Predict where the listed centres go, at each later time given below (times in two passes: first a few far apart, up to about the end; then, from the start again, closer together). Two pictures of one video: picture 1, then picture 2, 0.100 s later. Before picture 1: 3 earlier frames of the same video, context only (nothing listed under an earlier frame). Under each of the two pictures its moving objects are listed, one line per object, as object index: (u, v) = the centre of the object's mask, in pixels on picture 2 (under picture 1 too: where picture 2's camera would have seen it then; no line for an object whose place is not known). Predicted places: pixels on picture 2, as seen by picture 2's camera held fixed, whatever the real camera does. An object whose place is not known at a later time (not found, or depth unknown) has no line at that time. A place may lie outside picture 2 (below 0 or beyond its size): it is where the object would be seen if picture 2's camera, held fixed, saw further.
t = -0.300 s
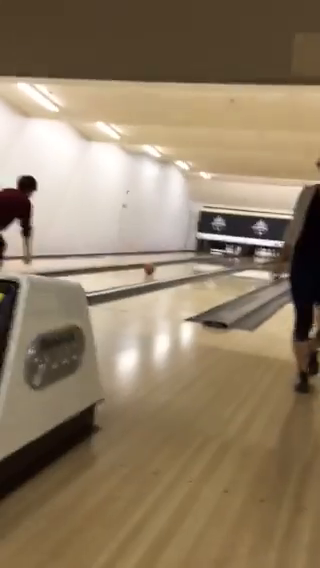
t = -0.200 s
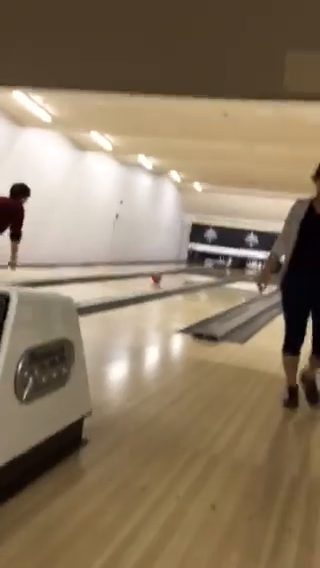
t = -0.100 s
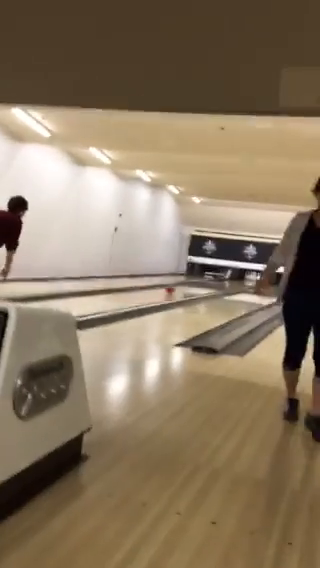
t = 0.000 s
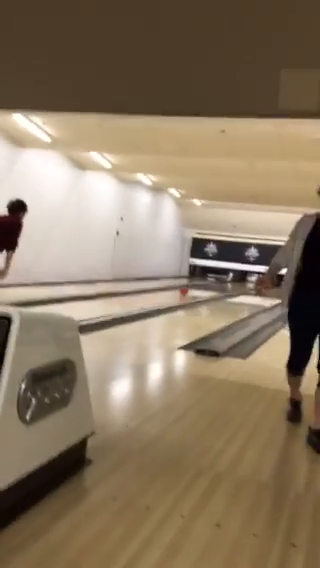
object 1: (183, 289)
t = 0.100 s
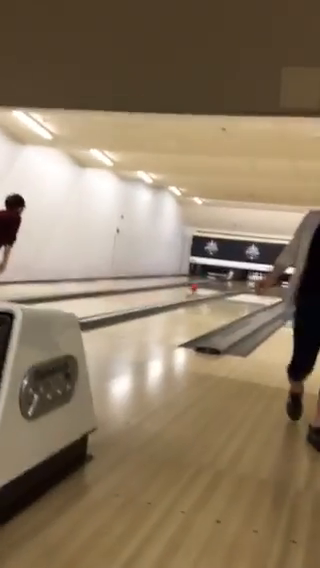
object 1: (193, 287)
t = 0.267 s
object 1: (208, 285)
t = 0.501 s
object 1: (222, 284)
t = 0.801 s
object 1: (243, 279)
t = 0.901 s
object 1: (245, 279)
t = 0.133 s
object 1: (195, 286)
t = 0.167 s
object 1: (198, 286)
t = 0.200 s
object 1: (202, 286)
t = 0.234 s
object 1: (206, 286)
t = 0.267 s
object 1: (208, 285)
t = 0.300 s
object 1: (212, 285)
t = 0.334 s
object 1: (215, 285)
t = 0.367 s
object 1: (216, 284)
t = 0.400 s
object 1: (218, 284)
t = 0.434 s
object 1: (220, 283)
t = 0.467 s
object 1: (221, 284)
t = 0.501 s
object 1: (222, 284)
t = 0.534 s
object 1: (224, 284)
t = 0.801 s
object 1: (243, 279)
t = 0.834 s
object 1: (243, 279)
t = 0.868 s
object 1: (245, 279)
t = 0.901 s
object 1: (245, 279)
